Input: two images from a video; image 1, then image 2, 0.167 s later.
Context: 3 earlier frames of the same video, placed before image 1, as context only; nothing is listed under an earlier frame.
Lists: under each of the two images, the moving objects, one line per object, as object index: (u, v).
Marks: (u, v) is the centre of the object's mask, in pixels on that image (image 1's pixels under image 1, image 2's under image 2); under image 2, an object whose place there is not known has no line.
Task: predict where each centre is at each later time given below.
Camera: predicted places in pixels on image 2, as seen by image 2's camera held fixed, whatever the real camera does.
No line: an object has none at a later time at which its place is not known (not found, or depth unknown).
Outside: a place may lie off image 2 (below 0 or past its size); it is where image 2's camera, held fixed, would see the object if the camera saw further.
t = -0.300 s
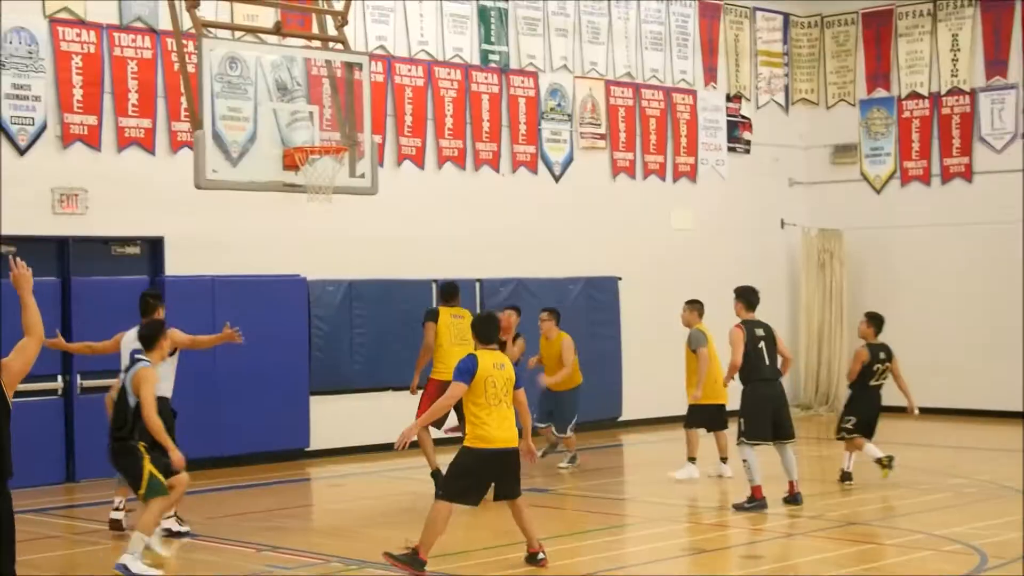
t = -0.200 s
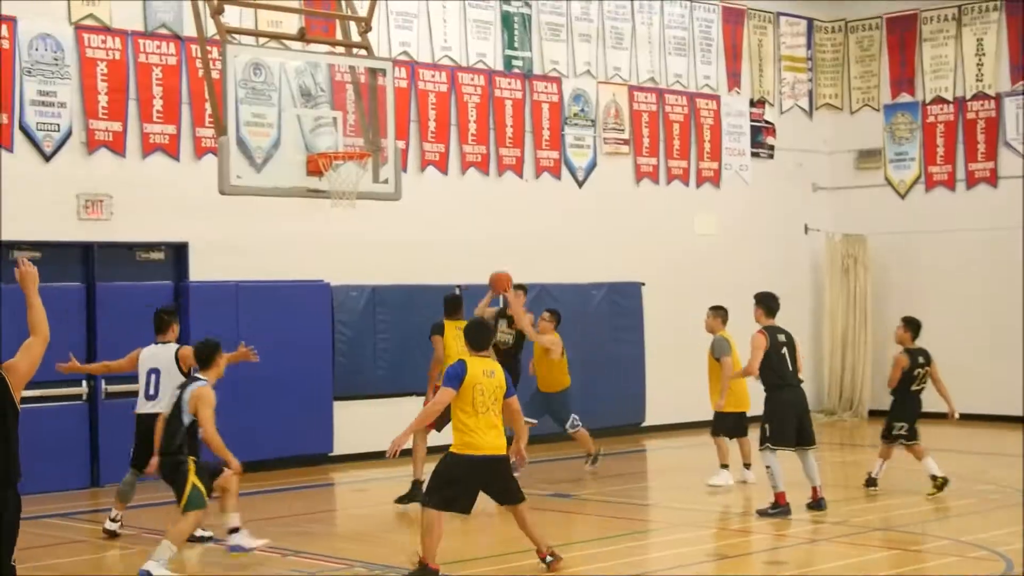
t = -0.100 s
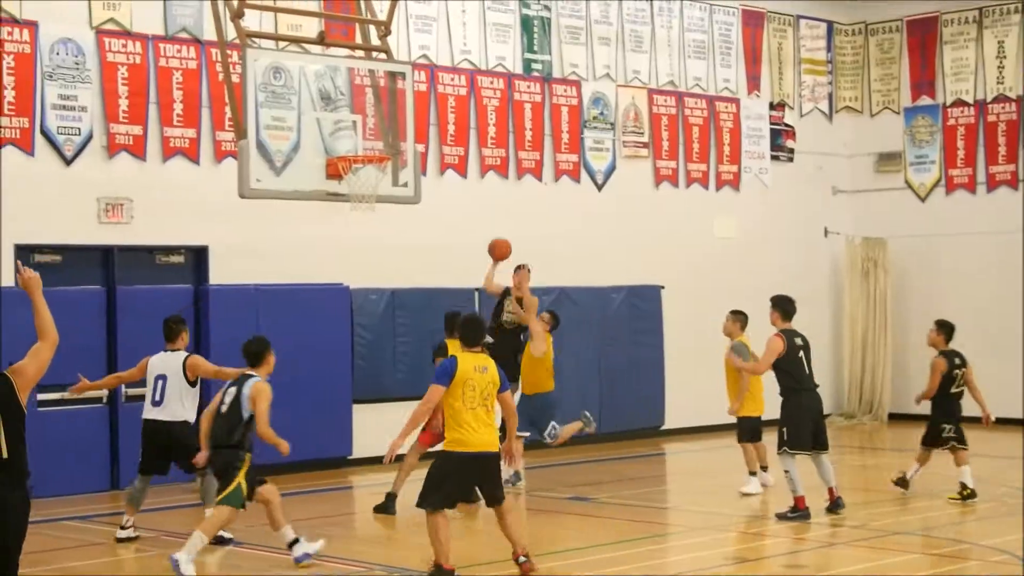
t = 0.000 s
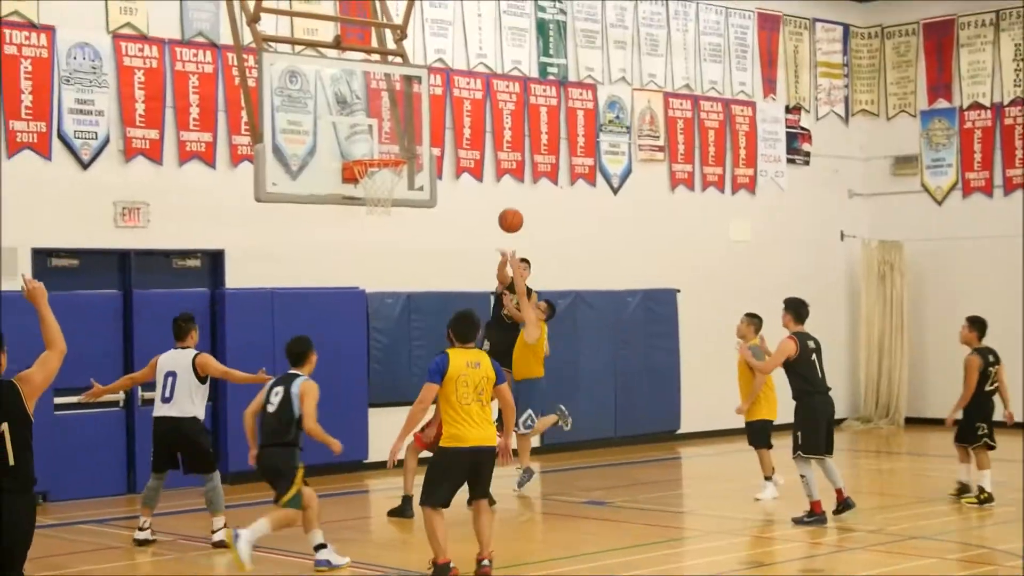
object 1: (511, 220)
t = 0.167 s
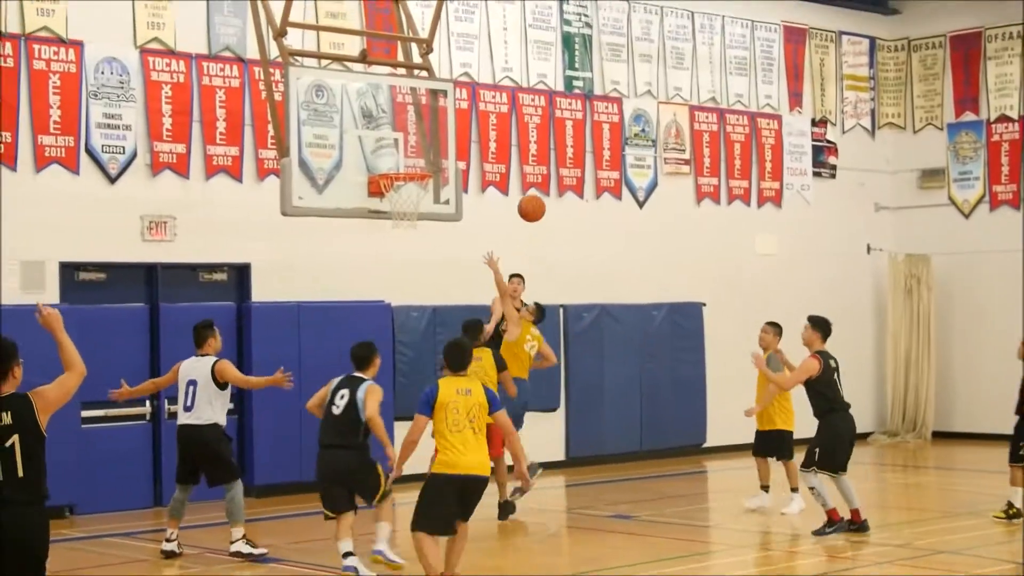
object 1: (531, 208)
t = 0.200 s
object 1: (530, 206)
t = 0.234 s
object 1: (529, 204)
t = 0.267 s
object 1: (527, 204)
